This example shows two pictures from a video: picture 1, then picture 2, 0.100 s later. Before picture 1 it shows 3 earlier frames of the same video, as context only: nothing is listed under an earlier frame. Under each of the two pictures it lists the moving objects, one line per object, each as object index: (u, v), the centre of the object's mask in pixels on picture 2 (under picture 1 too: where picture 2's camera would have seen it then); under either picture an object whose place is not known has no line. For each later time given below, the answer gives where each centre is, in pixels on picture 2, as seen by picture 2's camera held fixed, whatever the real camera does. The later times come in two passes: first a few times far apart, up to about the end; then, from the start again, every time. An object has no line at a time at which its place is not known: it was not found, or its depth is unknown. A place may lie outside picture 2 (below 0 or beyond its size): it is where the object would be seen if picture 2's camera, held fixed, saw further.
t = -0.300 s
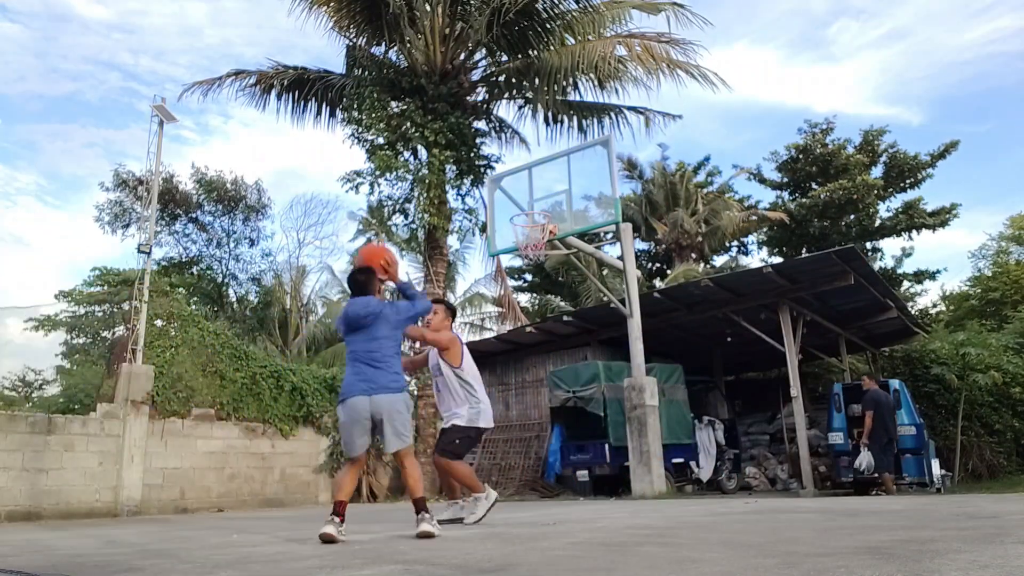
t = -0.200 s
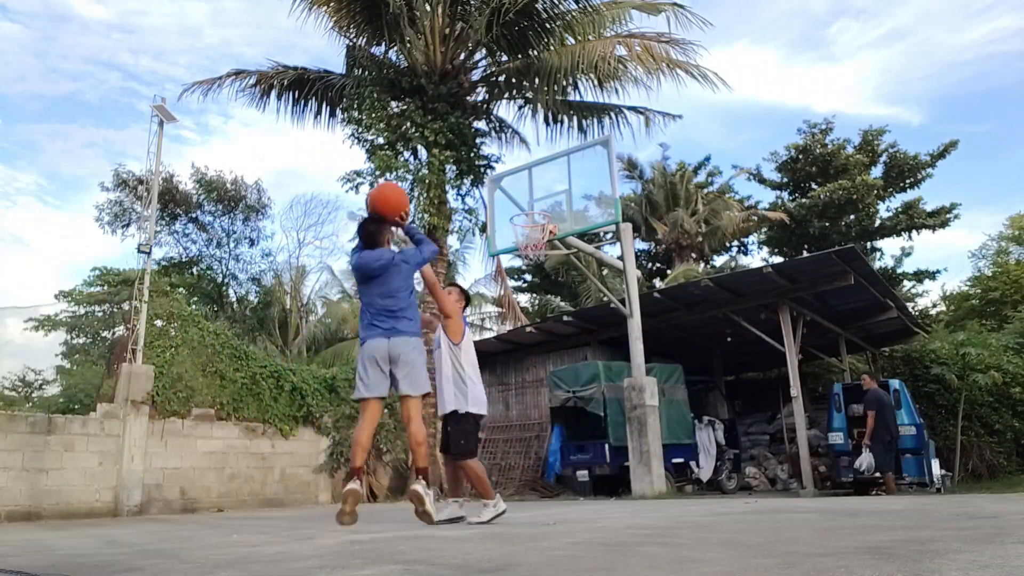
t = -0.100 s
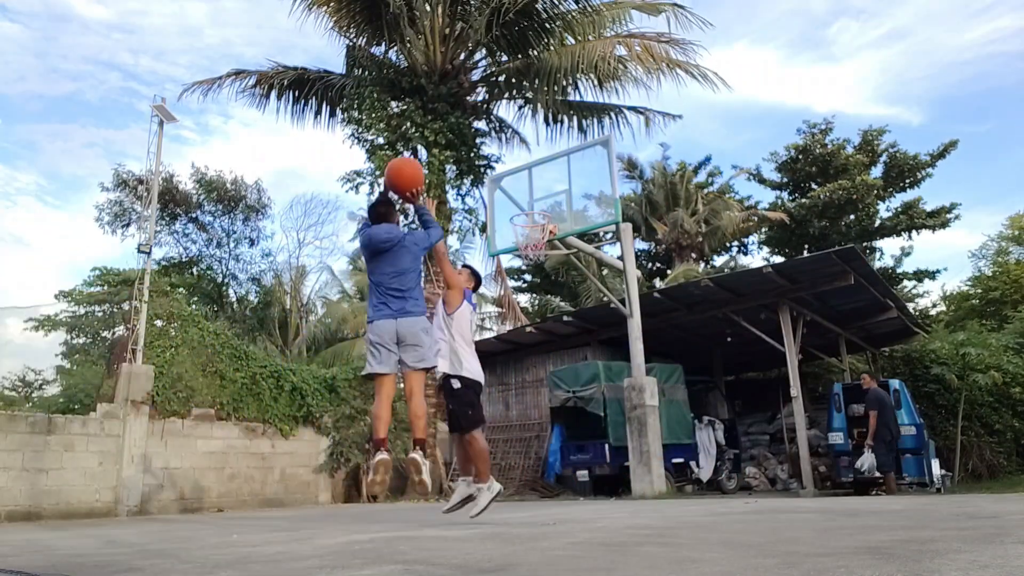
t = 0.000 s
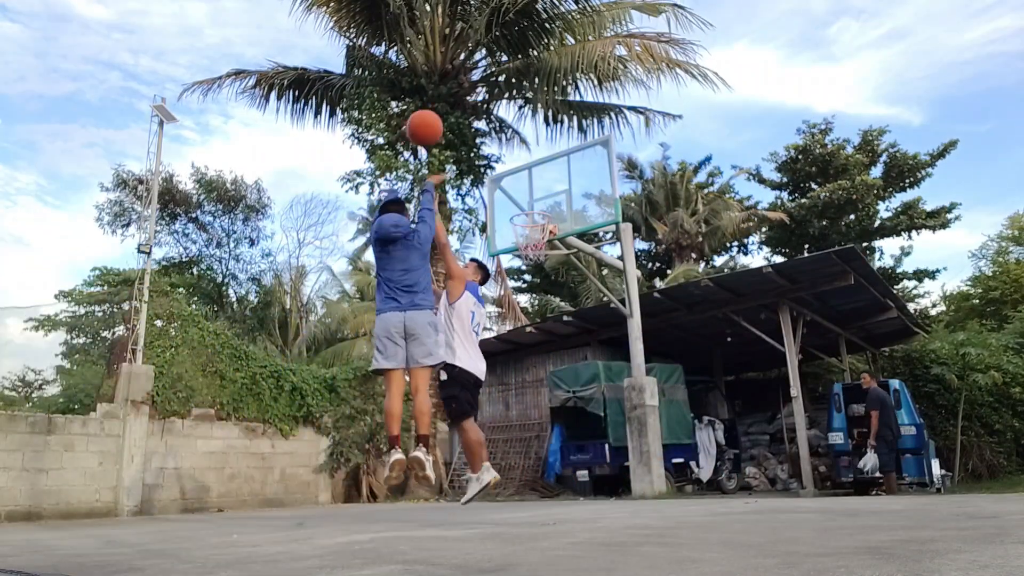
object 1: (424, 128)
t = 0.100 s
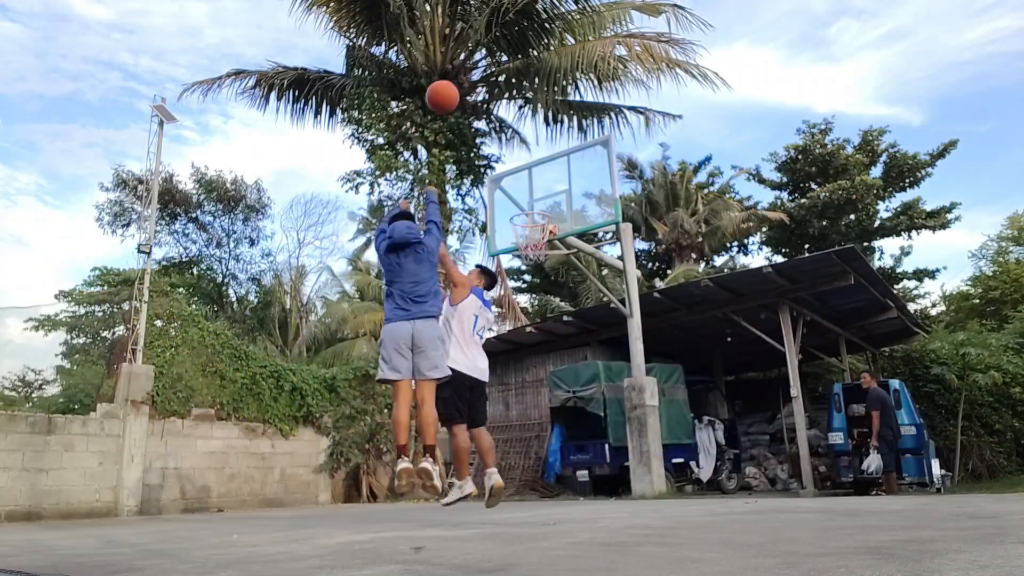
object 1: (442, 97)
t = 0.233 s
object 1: (462, 80)
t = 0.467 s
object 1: (490, 95)
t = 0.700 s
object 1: (513, 149)
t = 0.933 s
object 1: (532, 210)
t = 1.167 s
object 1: (515, 203)
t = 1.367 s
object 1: (492, 215)
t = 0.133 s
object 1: (448, 91)
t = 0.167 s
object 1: (453, 86)
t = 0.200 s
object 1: (457, 83)
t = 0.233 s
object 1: (462, 80)
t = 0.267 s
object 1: (466, 79)
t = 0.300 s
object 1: (471, 79)
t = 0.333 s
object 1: (475, 81)
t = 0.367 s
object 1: (479, 82)
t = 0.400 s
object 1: (483, 86)
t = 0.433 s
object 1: (487, 89)
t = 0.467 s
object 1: (490, 95)
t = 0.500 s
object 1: (493, 100)
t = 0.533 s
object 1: (497, 106)
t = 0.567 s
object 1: (500, 114)
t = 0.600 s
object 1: (504, 121)
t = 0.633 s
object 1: (507, 130)
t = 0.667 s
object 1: (510, 139)
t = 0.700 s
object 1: (513, 149)
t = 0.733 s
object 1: (517, 160)
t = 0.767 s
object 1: (519, 170)
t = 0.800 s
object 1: (522, 181)
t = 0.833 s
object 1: (525, 194)
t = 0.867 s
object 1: (527, 203)
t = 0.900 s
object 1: (530, 205)
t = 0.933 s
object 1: (532, 210)
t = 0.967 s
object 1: (534, 216)
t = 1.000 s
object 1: (535, 219)
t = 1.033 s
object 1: (530, 213)
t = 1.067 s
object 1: (527, 210)
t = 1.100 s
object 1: (523, 205)
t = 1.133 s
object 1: (519, 204)
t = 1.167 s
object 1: (515, 203)
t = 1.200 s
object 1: (511, 203)
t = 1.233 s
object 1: (508, 204)
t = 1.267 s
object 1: (504, 205)
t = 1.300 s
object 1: (500, 207)
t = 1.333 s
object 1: (496, 211)
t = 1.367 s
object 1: (492, 215)
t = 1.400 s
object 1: (488, 221)
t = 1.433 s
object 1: (484, 227)
